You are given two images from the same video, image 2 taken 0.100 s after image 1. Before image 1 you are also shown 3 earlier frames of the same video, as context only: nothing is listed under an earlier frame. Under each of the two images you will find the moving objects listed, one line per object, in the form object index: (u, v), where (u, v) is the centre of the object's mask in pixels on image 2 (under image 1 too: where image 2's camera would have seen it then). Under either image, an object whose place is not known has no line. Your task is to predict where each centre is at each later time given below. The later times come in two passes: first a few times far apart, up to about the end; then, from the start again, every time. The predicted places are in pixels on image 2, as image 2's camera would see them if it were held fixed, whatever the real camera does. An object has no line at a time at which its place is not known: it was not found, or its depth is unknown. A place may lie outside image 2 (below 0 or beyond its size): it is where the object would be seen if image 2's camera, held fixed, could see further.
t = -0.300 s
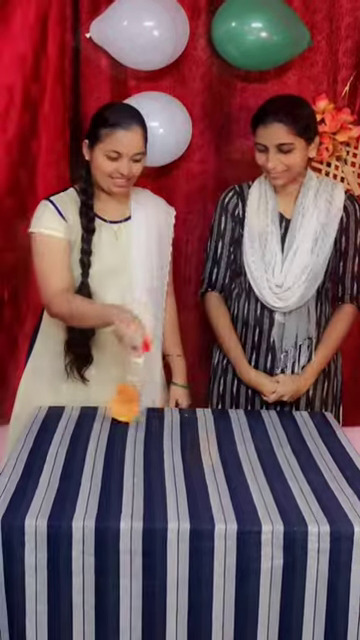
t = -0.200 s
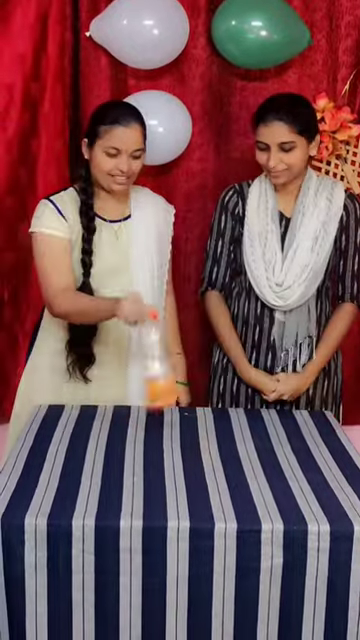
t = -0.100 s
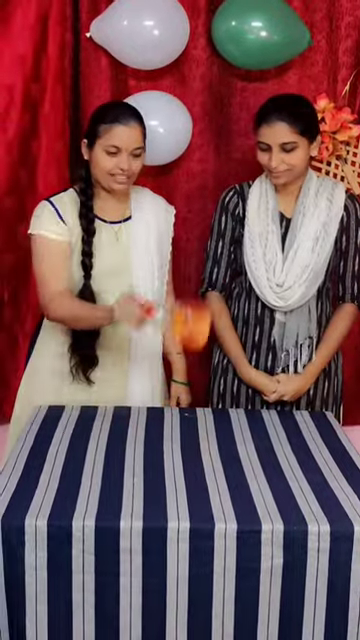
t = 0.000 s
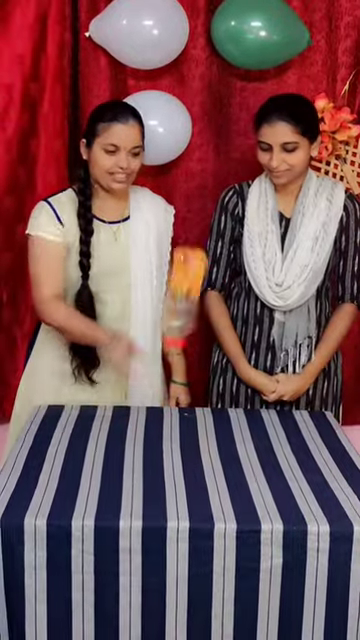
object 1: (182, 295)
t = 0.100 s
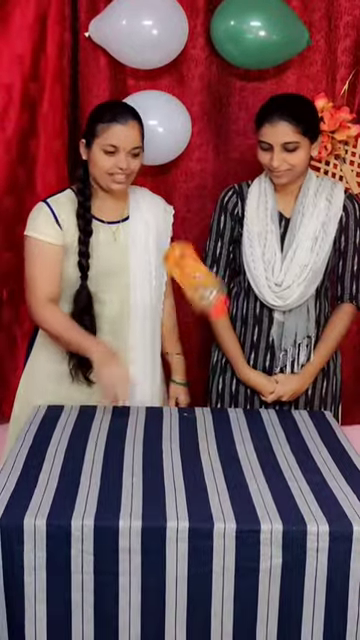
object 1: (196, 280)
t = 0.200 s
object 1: (193, 298)
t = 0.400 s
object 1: (168, 405)
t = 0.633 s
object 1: (127, 426)
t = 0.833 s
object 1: (124, 428)
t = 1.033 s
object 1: (124, 428)
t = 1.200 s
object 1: (125, 428)
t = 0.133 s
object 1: (197, 279)
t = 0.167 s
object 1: (196, 285)
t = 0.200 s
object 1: (193, 298)
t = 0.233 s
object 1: (190, 317)
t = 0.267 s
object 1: (187, 339)
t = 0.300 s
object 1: (183, 374)
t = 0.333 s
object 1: (180, 403)
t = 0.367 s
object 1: (173, 406)
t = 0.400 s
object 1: (168, 405)
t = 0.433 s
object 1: (162, 406)
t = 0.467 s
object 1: (157, 405)
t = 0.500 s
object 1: (152, 407)
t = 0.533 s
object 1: (145, 409)
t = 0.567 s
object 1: (135, 414)
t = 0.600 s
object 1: (129, 424)
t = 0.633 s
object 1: (127, 426)
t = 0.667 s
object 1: (126, 426)
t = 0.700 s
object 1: (126, 427)
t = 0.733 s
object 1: (125, 427)
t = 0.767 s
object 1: (125, 428)
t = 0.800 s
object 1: (124, 428)
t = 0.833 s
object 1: (124, 428)
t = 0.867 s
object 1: (124, 428)
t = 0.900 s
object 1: (124, 428)
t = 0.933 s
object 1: (124, 428)
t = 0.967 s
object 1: (124, 428)
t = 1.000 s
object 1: (124, 428)
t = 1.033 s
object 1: (124, 428)
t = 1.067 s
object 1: (124, 428)
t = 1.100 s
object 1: (125, 428)
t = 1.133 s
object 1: (124, 428)
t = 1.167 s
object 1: (124, 428)
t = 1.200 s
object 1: (125, 428)
